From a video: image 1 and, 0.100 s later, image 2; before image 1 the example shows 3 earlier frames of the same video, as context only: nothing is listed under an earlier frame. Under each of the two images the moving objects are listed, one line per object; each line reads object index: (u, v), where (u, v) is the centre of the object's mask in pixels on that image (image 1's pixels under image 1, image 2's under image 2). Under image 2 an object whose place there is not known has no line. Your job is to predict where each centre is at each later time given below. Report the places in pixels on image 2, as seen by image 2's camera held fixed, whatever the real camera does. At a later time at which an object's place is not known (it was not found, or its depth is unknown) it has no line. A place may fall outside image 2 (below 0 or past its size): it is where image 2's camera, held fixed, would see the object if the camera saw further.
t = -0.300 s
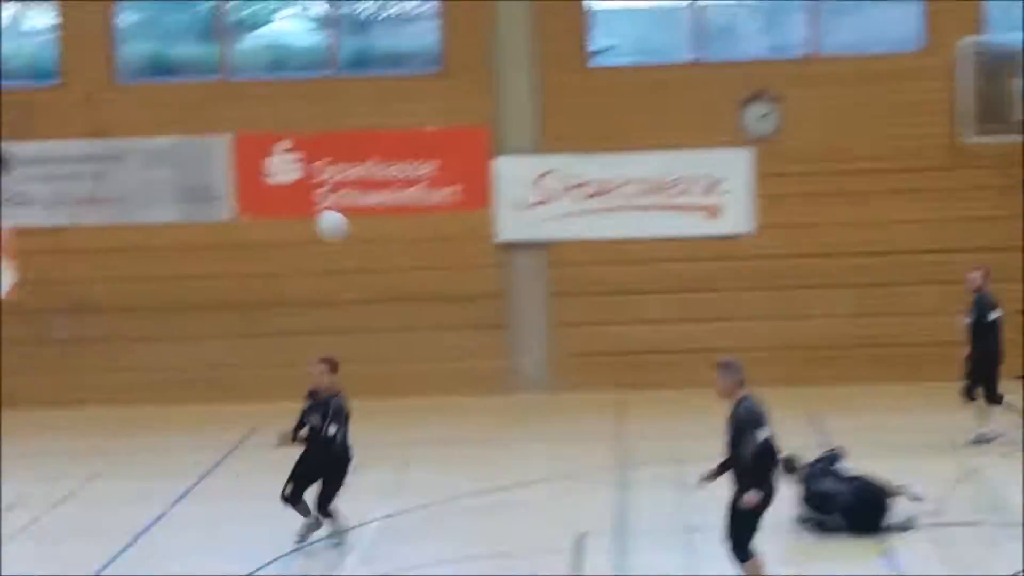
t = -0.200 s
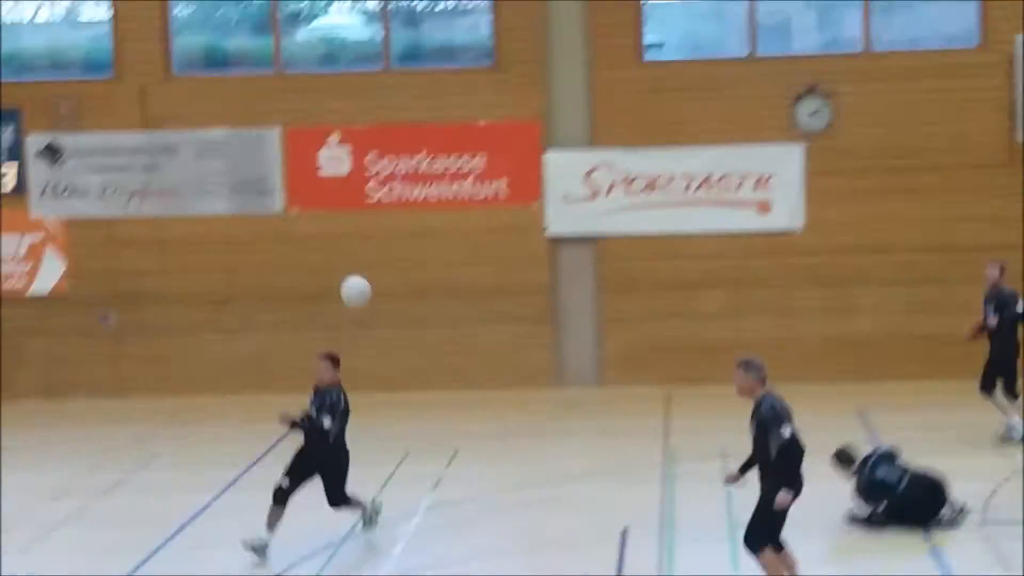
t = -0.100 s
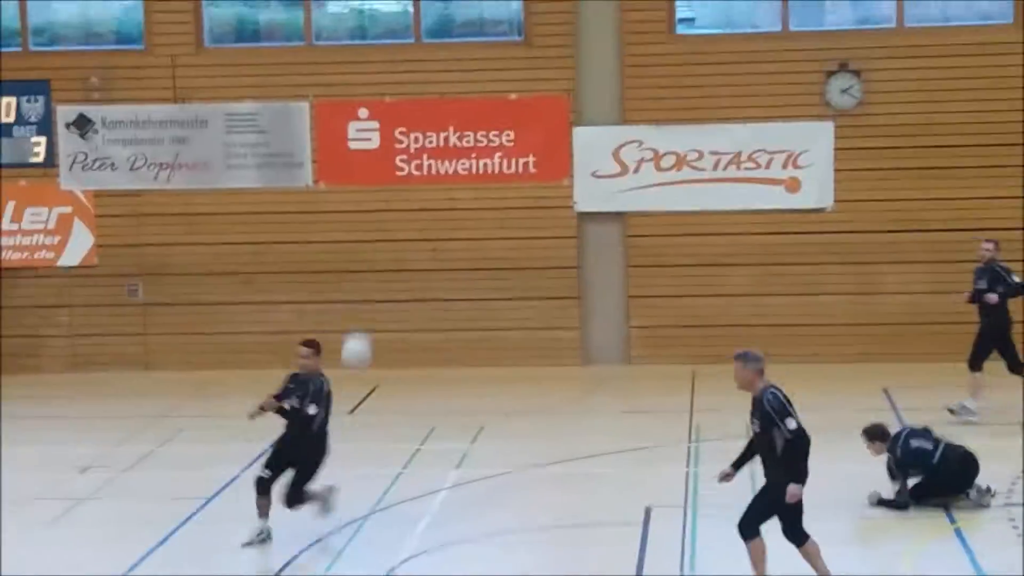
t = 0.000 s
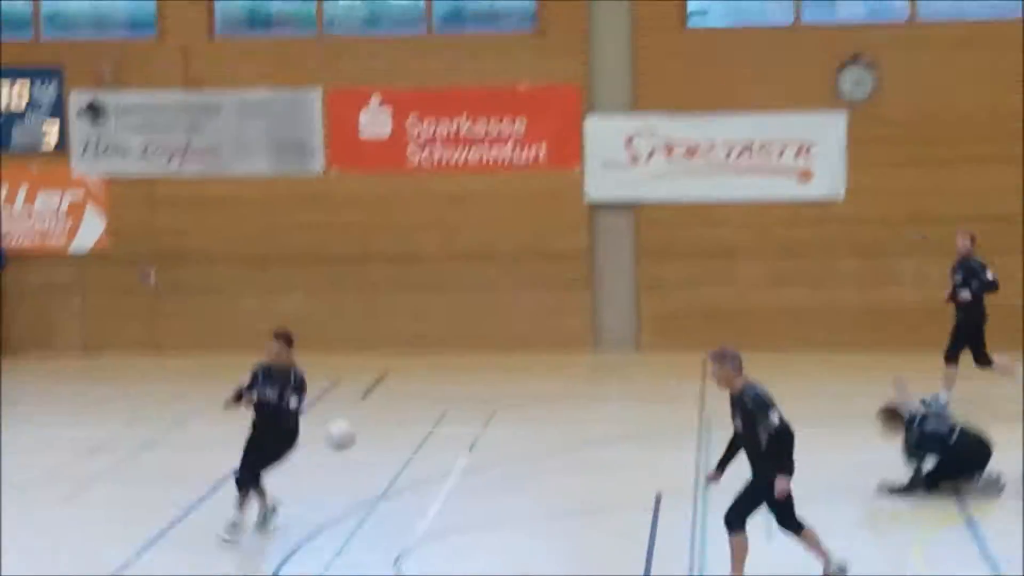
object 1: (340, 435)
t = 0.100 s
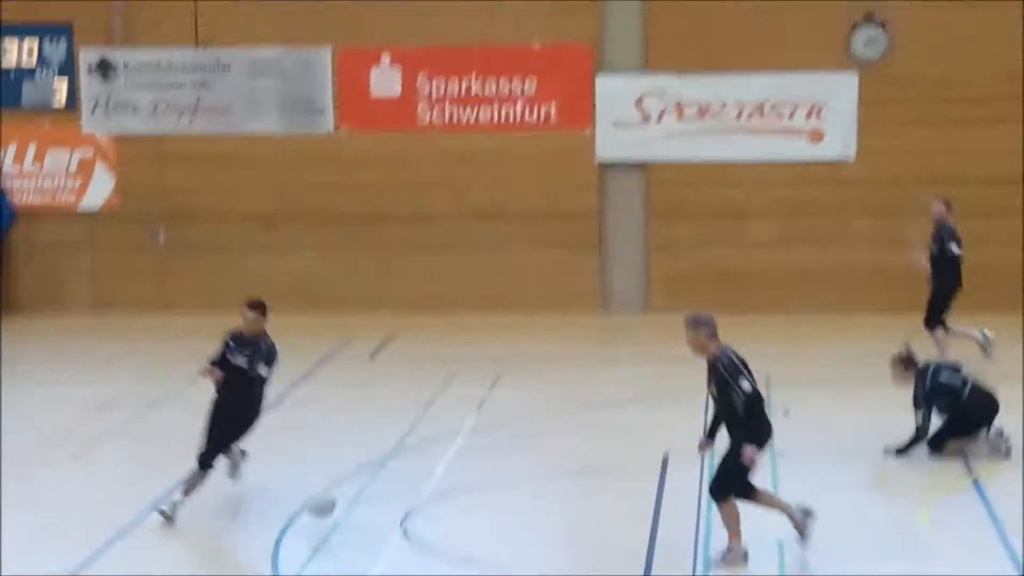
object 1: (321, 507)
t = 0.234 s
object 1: (318, 432)
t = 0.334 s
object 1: (324, 361)
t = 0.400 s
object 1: (327, 321)
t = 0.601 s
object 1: (337, 244)
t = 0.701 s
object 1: (343, 226)
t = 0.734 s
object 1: (345, 223)
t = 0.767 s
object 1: (347, 221)
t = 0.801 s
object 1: (350, 221)
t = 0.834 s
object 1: (351, 223)
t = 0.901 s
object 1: (356, 232)
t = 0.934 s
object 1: (358, 240)
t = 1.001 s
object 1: (362, 258)
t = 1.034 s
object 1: (365, 270)
